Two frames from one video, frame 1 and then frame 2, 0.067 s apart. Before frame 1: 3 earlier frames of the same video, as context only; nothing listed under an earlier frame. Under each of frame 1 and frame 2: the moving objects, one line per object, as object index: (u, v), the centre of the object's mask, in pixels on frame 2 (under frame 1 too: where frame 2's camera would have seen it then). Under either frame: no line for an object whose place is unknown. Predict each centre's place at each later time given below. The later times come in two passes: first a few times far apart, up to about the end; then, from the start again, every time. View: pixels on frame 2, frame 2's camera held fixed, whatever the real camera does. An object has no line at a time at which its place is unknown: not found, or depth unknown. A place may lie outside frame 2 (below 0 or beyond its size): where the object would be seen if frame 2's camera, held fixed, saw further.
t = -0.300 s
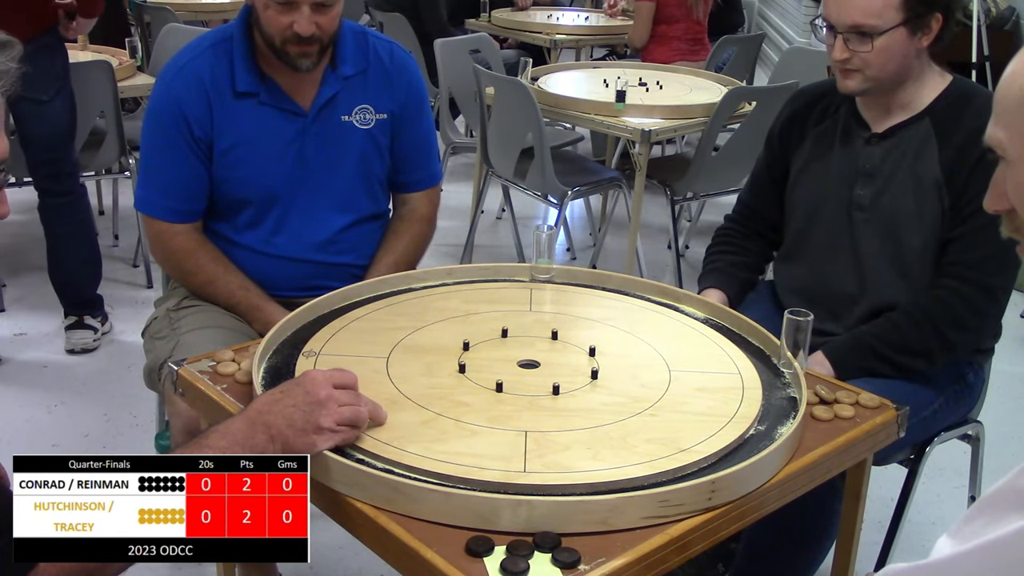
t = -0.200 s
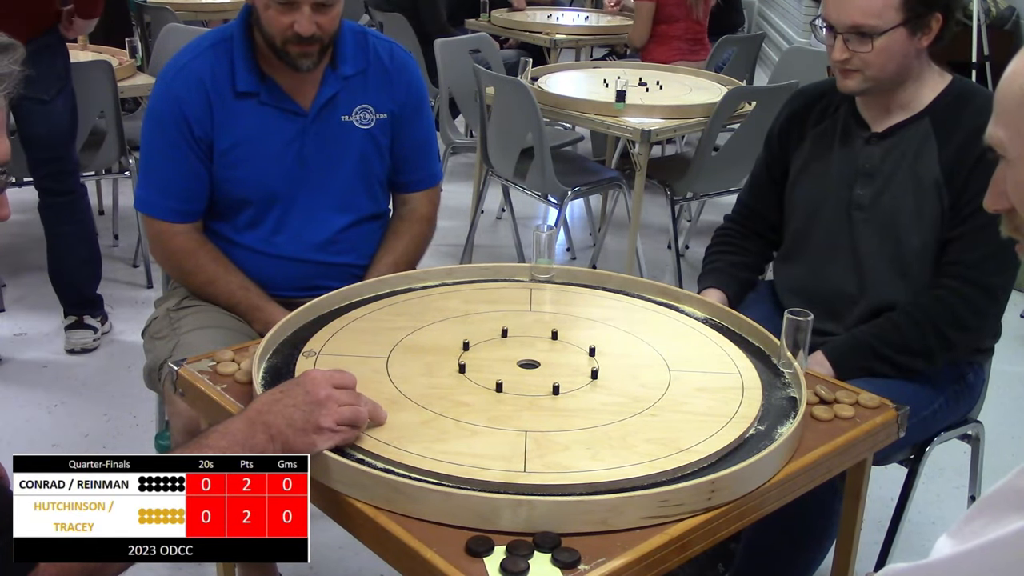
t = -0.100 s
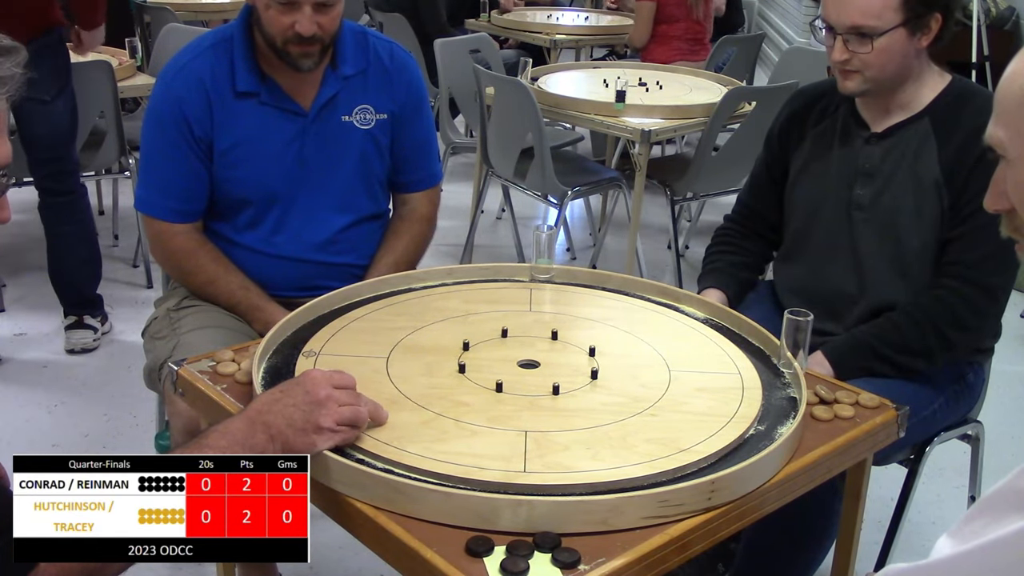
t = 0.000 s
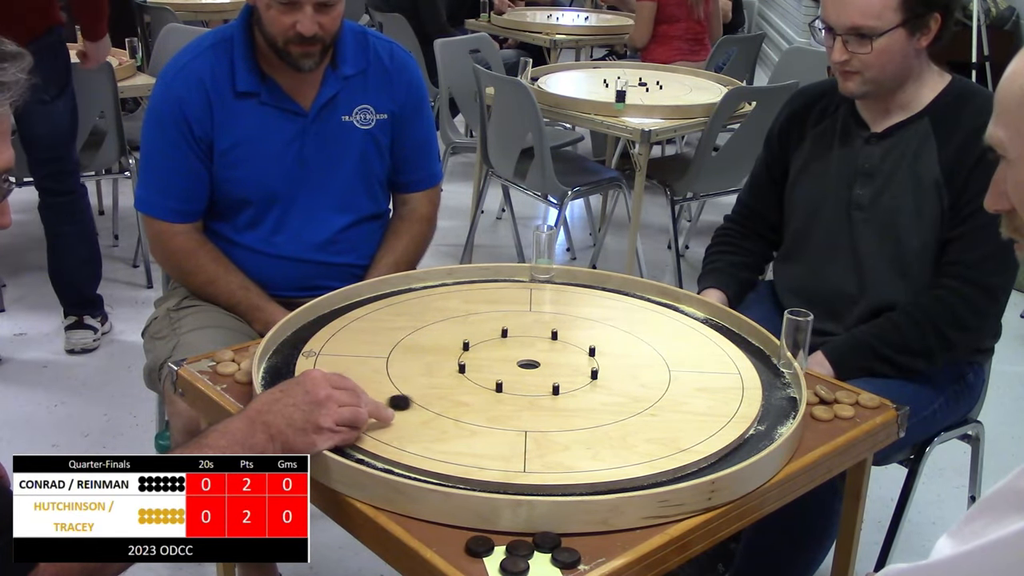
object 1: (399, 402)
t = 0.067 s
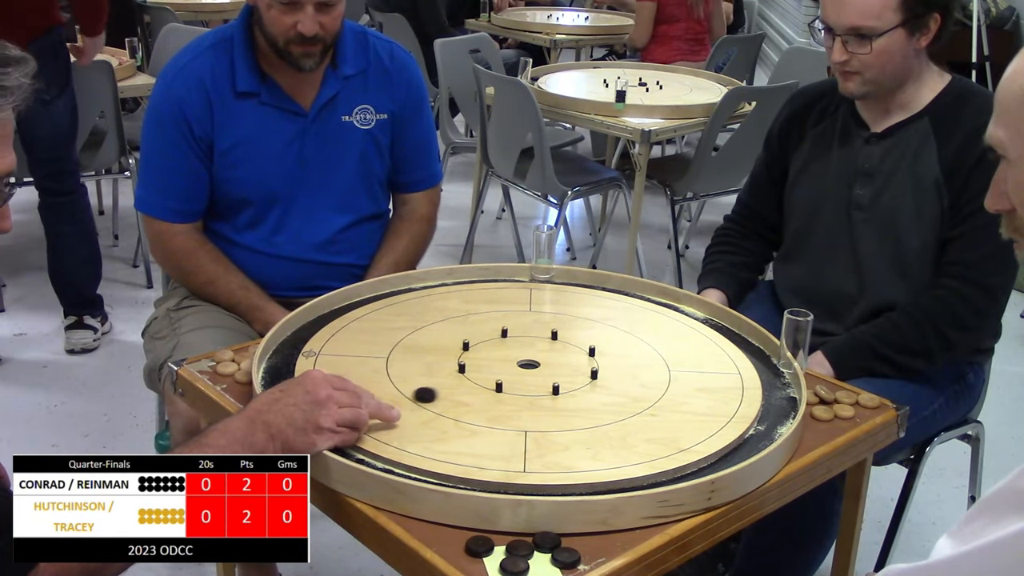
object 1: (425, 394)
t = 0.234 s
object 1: (473, 380)
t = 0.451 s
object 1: (506, 371)
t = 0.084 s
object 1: (430, 393)
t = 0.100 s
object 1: (436, 391)
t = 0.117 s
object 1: (441, 390)
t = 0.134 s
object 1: (446, 388)
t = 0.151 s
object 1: (451, 387)
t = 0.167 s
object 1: (456, 385)
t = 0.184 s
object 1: (460, 384)
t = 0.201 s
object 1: (465, 383)
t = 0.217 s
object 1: (469, 382)
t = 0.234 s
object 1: (473, 380)
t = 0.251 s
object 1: (477, 379)
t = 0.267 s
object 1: (480, 378)
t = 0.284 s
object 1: (483, 377)
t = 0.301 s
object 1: (486, 376)
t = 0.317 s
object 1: (489, 375)
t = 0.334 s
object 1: (492, 374)
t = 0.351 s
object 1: (495, 374)
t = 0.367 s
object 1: (497, 373)
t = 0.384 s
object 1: (500, 372)
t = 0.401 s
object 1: (501, 372)
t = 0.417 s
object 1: (503, 372)
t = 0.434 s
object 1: (505, 371)
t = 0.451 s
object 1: (506, 371)
